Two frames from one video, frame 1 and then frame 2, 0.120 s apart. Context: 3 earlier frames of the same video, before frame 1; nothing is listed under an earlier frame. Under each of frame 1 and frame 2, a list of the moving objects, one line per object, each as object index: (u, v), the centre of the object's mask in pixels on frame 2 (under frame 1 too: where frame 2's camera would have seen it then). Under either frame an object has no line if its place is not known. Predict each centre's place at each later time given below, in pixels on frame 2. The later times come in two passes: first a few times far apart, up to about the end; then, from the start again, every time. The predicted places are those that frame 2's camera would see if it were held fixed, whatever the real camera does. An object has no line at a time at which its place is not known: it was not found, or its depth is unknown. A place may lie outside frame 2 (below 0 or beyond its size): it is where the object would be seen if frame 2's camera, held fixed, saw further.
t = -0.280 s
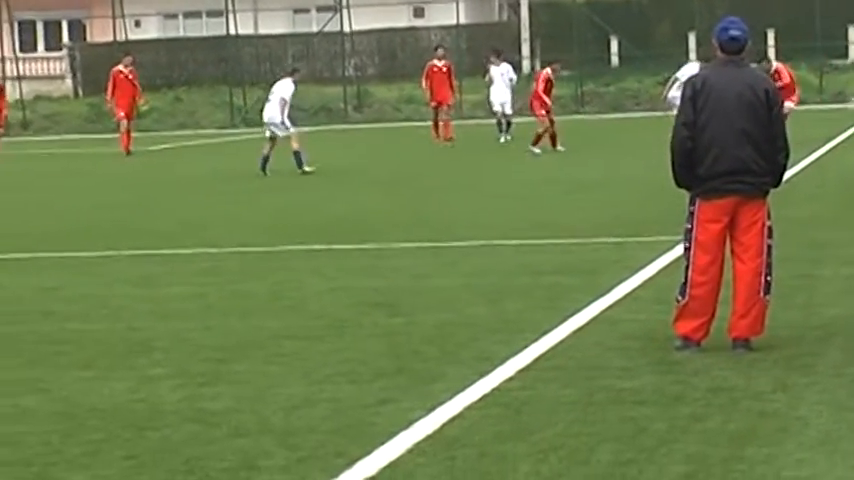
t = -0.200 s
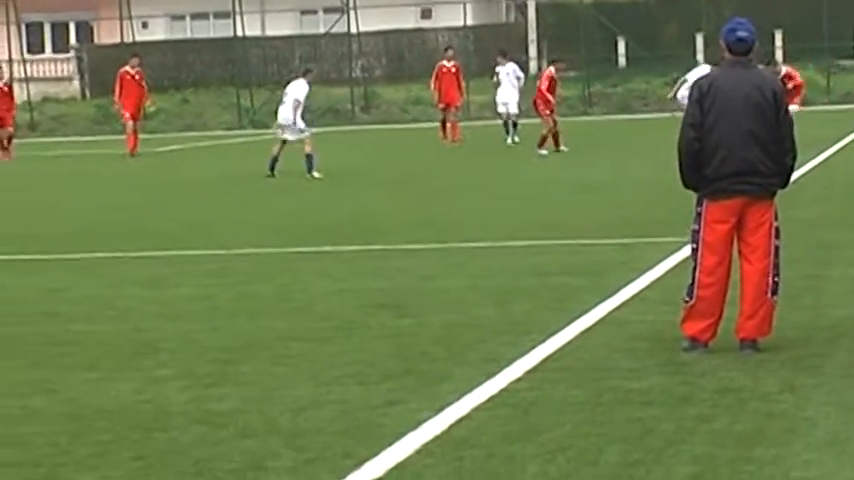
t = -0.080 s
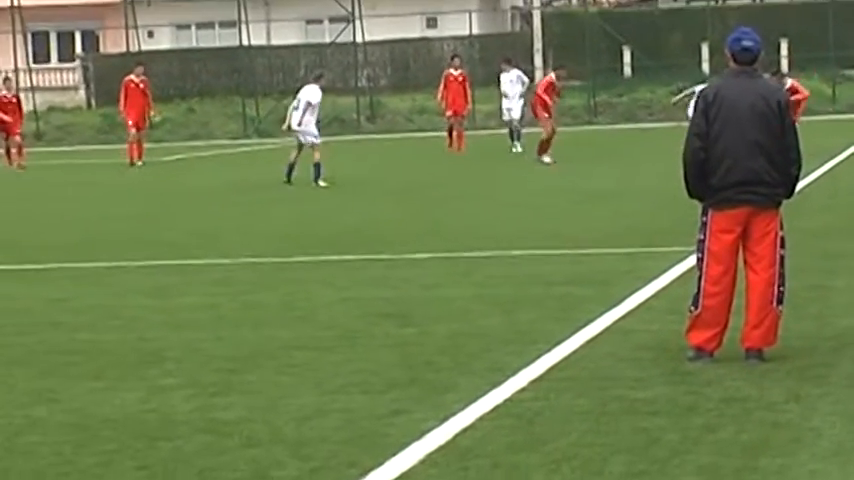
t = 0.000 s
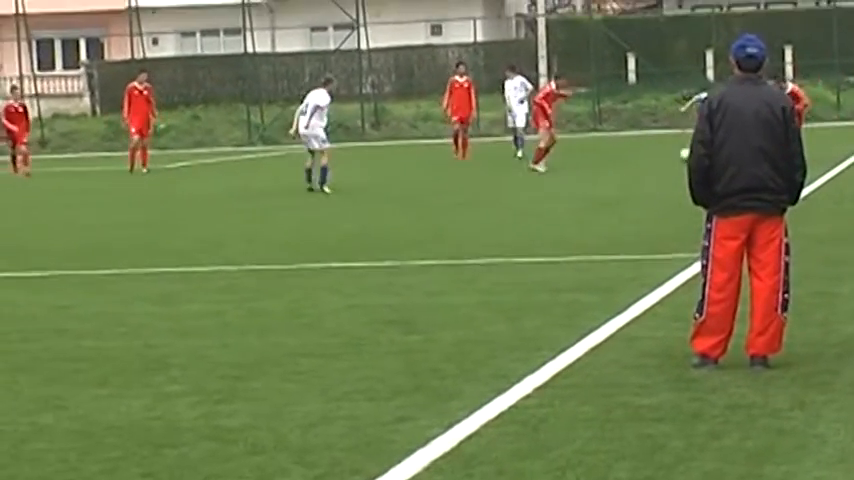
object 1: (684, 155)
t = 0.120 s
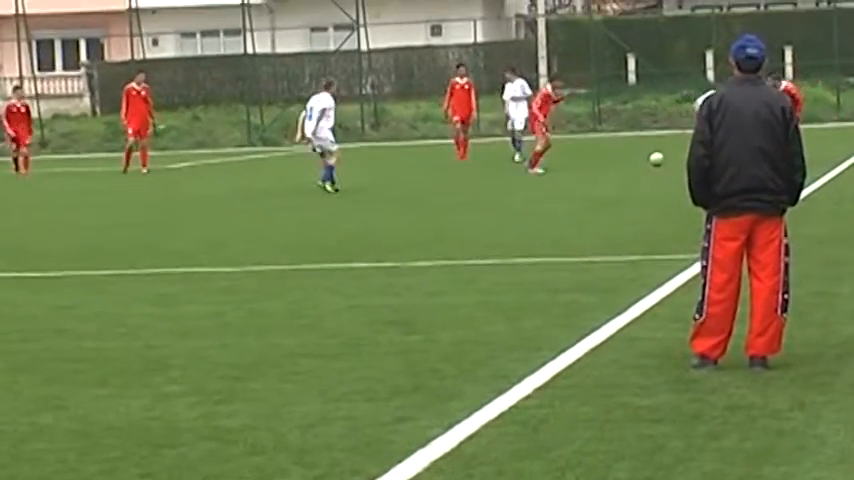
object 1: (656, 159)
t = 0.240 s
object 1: (629, 158)
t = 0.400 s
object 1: (595, 161)
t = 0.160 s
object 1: (647, 160)
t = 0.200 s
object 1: (638, 159)
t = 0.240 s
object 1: (629, 158)
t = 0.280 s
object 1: (621, 159)
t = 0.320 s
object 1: (612, 161)
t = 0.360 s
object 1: (604, 161)
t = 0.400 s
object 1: (595, 161)
